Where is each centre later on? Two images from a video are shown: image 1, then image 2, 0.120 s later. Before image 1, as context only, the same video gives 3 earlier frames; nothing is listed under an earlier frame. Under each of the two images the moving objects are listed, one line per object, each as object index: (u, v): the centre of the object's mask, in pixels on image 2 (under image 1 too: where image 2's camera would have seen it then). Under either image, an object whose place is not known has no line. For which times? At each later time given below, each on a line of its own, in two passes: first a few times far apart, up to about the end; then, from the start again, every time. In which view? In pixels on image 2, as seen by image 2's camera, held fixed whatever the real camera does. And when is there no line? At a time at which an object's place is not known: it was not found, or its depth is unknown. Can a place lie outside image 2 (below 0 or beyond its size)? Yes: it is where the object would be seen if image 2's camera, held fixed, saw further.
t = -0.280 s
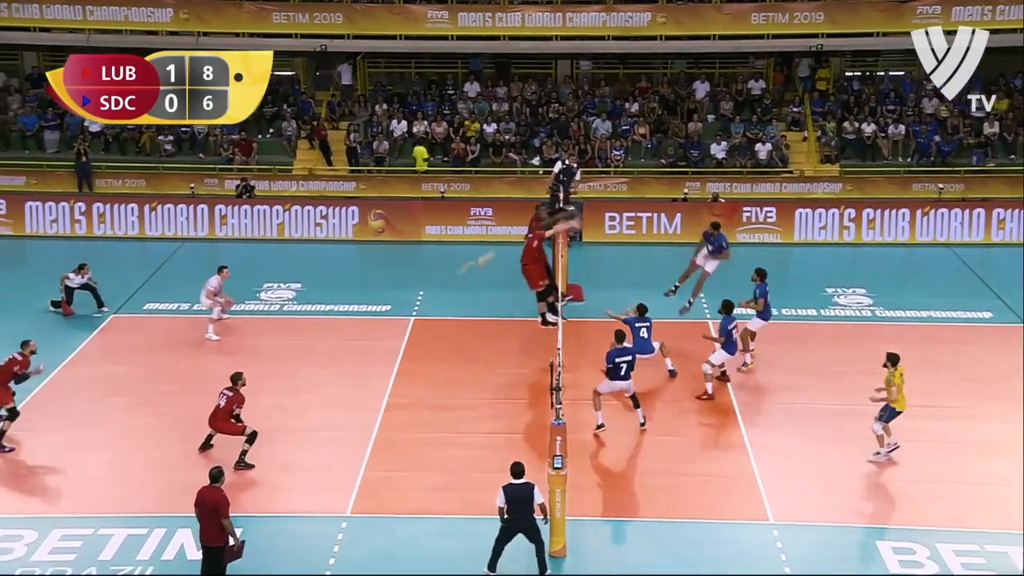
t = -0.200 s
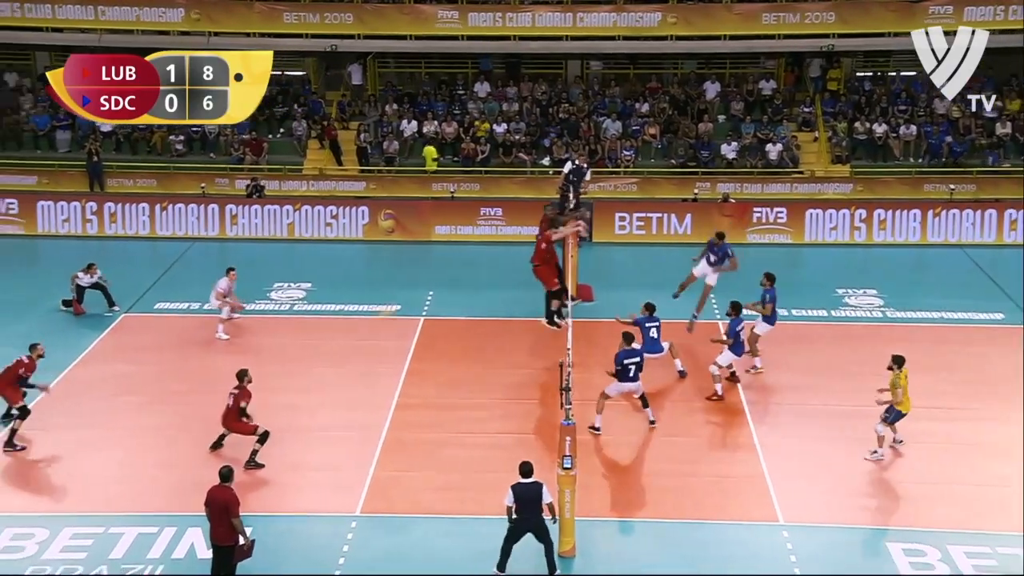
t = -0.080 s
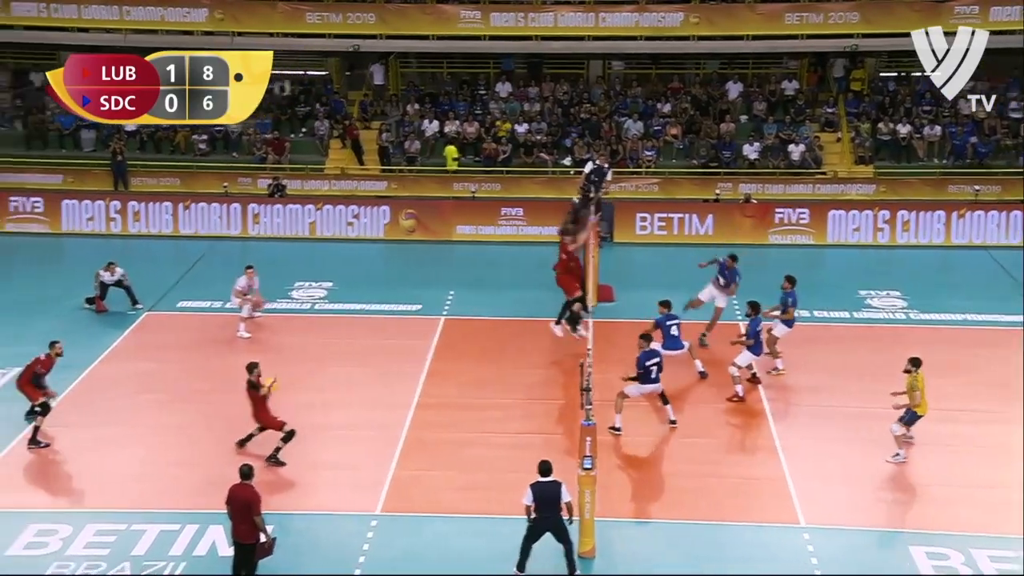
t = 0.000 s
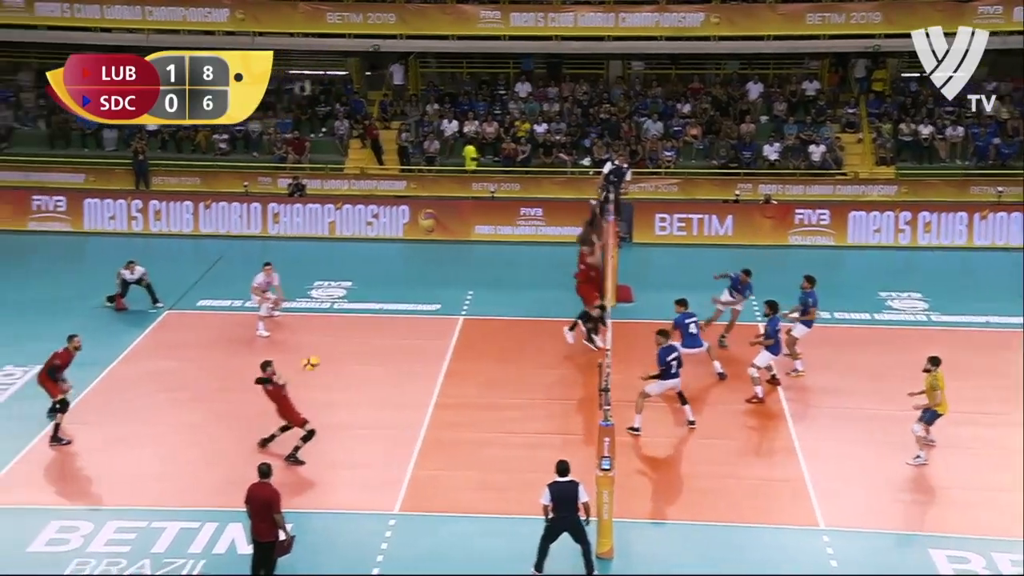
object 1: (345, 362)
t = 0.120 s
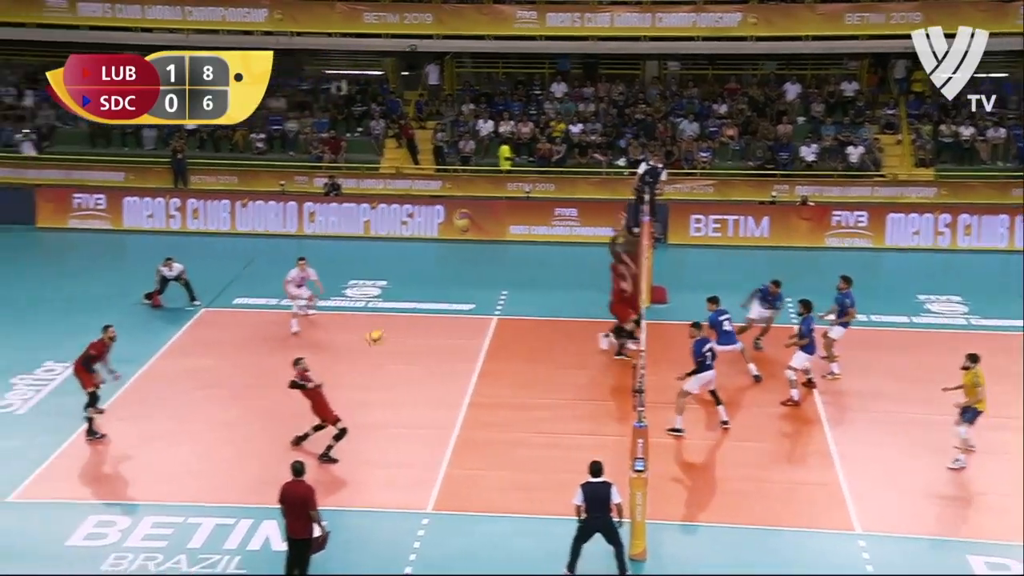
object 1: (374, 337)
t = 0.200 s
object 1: (394, 327)
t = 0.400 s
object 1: (447, 323)
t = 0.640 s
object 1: (512, 368)
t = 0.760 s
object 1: (547, 418)
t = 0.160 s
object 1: (385, 331)
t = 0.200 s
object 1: (394, 327)
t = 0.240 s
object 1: (405, 323)
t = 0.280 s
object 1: (416, 321)
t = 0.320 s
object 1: (425, 320)
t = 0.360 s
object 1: (436, 320)
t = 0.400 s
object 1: (447, 323)
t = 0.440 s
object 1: (457, 326)
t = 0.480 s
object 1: (468, 331)
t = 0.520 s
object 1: (478, 337)
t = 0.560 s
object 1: (490, 346)
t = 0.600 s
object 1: (501, 356)
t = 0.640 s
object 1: (512, 368)
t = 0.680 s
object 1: (523, 383)
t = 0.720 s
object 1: (534, 399)
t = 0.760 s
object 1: (547, 418)
